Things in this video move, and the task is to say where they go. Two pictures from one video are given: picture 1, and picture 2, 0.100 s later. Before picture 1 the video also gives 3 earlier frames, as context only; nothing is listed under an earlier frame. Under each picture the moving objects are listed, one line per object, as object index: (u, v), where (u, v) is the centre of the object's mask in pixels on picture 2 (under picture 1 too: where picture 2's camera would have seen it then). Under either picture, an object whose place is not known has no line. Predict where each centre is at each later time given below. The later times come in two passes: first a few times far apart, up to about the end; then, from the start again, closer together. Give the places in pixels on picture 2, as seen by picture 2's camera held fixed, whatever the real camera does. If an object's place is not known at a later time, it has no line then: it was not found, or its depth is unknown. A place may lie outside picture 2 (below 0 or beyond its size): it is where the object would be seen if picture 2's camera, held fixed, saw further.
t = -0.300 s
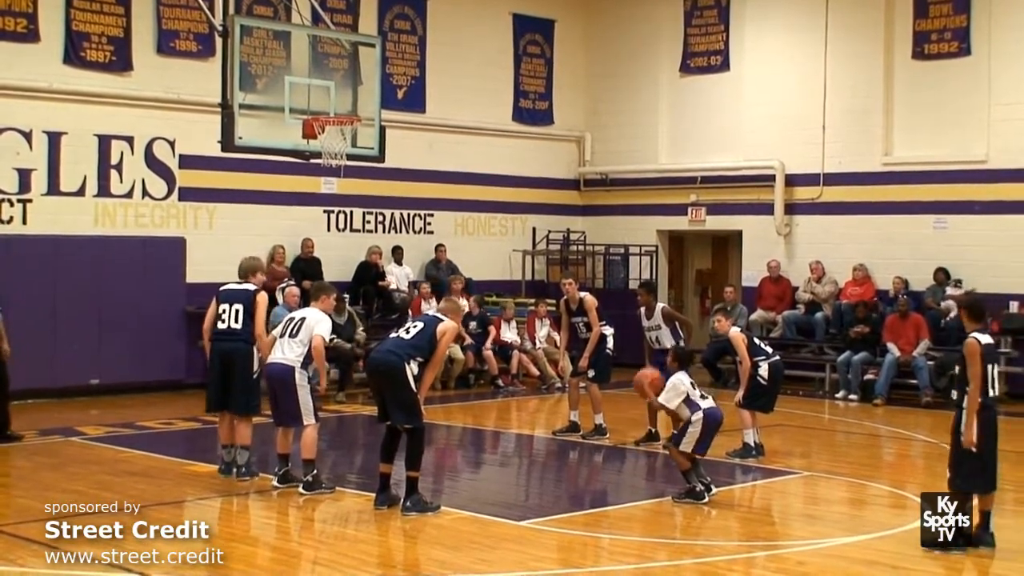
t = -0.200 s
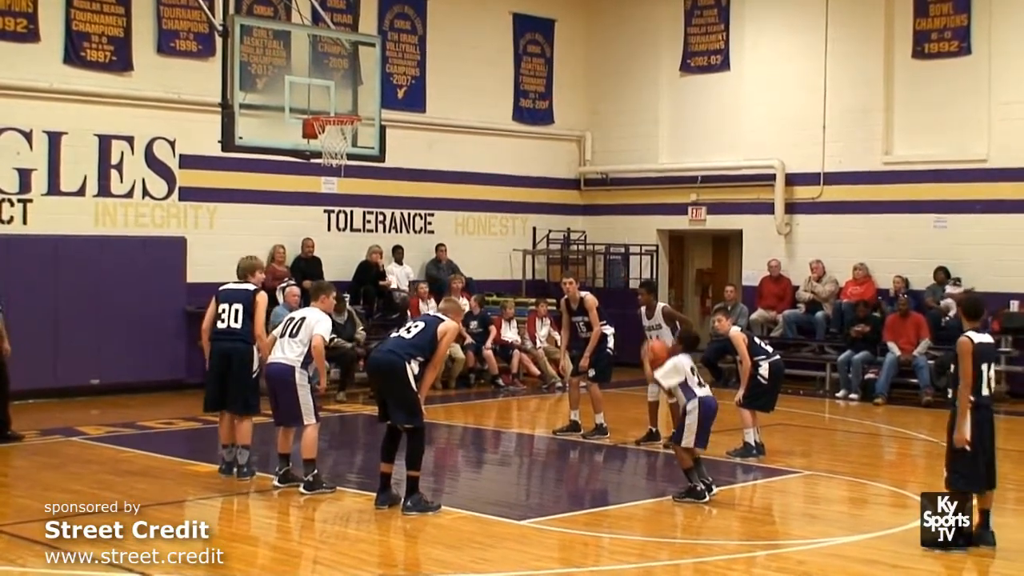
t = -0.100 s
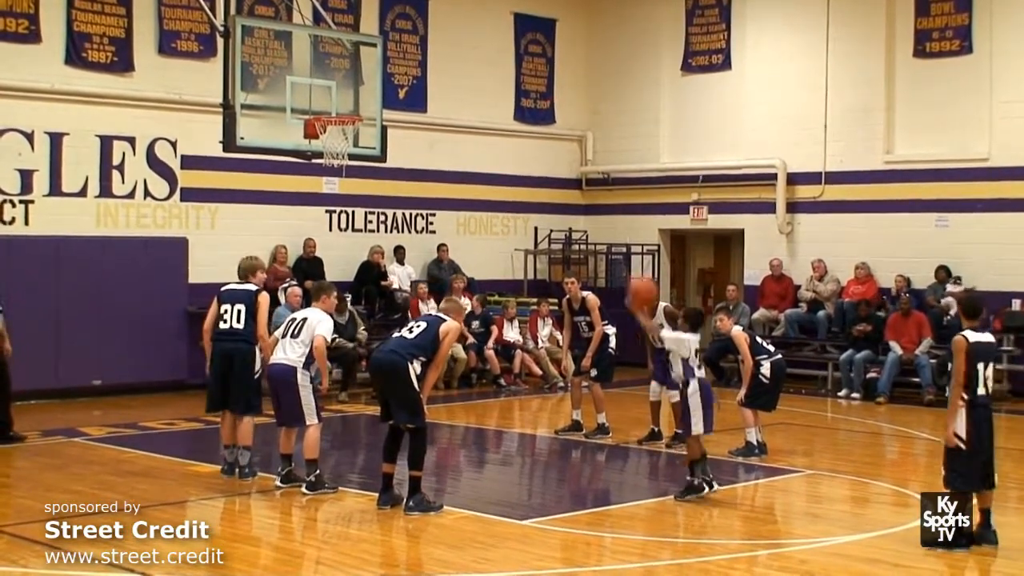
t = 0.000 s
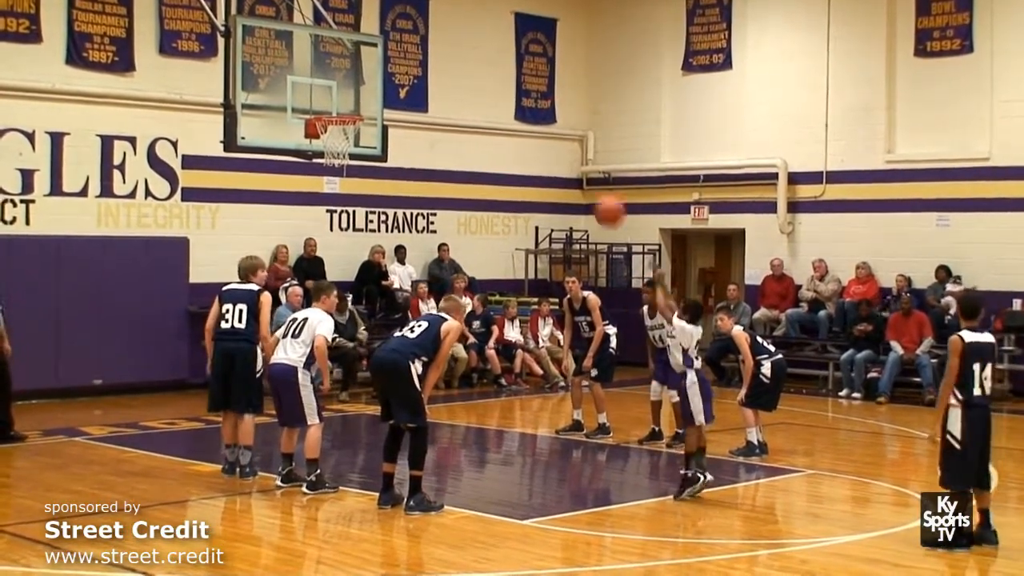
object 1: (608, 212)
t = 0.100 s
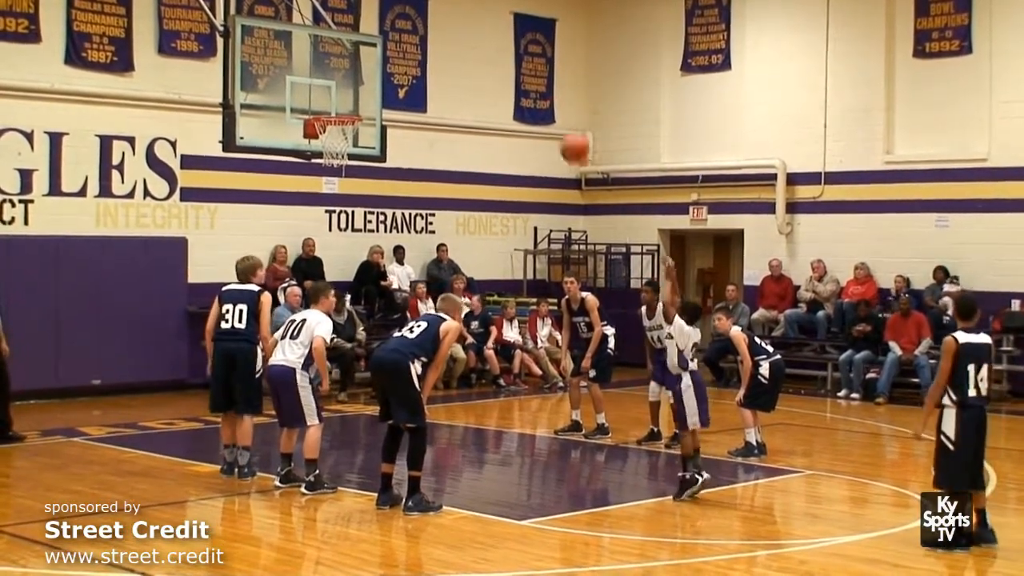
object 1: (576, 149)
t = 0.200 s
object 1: (544, 98)
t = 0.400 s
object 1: (484, 42)
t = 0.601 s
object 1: (430, 31)
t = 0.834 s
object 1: (372, 74)
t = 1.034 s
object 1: (334, 143)
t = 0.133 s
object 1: (564, 131)
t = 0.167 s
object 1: (554, 114)
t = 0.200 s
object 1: (544, 98)
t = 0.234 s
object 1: (535, 86)
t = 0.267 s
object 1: (524, 74)
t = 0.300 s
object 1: (513, 64)
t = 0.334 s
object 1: (503, 55)
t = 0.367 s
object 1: (494, 48)
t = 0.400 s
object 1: (484, 42)
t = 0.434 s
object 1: (475, 37)
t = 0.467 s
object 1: (466, 33)
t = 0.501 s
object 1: (456, 31)
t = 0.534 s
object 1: (448, 30)
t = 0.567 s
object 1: (439, 30)
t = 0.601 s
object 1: (430, 31)
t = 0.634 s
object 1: (423, 32)
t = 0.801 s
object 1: (380, 63)
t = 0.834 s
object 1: (372, 74)
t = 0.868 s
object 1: (364, 84)
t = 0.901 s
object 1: (356, 94)
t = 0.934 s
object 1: (348, 107)
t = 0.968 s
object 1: (343, 120)
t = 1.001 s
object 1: (338, 132)
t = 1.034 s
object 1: (334, 143)
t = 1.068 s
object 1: (326, 144)
